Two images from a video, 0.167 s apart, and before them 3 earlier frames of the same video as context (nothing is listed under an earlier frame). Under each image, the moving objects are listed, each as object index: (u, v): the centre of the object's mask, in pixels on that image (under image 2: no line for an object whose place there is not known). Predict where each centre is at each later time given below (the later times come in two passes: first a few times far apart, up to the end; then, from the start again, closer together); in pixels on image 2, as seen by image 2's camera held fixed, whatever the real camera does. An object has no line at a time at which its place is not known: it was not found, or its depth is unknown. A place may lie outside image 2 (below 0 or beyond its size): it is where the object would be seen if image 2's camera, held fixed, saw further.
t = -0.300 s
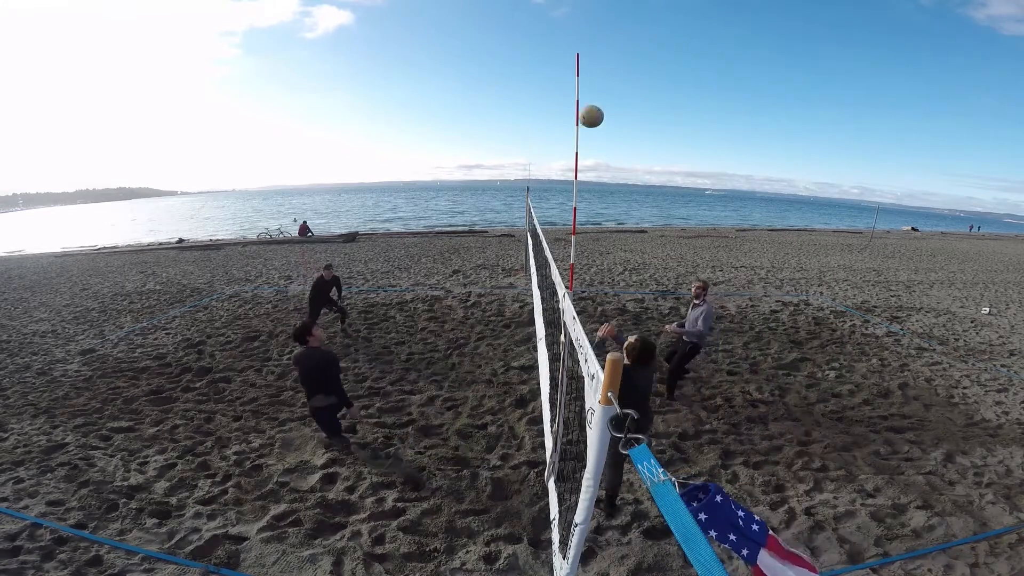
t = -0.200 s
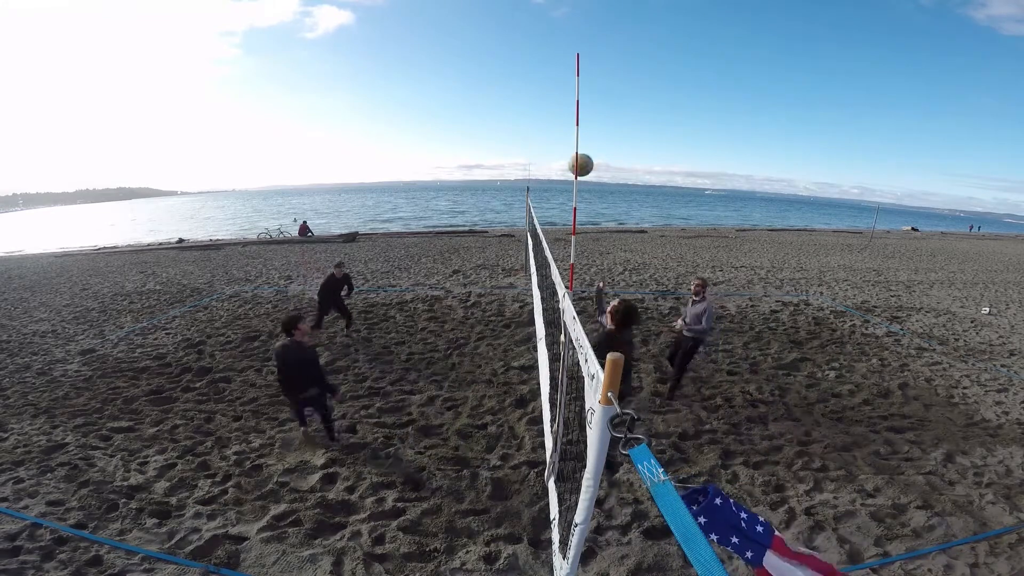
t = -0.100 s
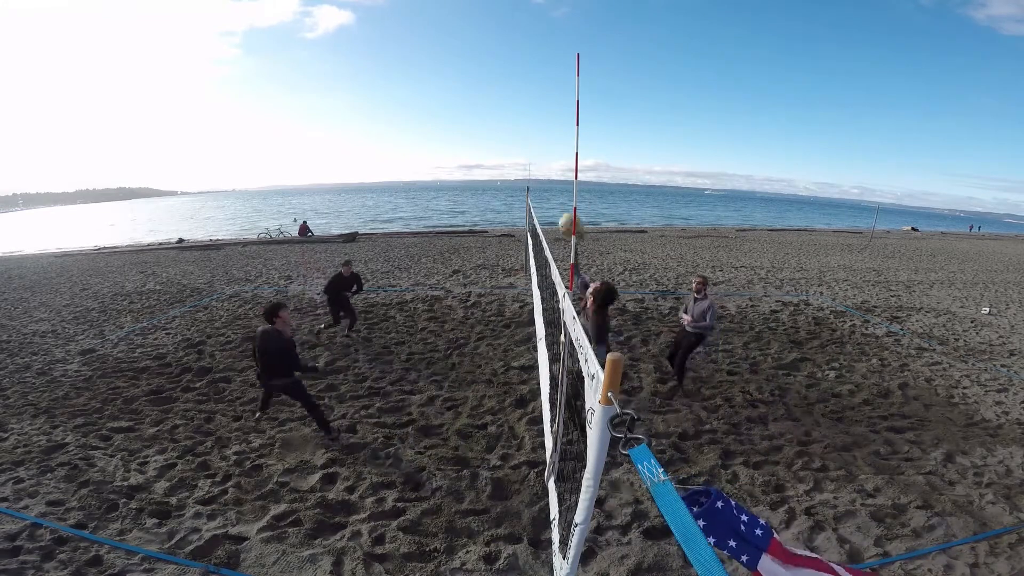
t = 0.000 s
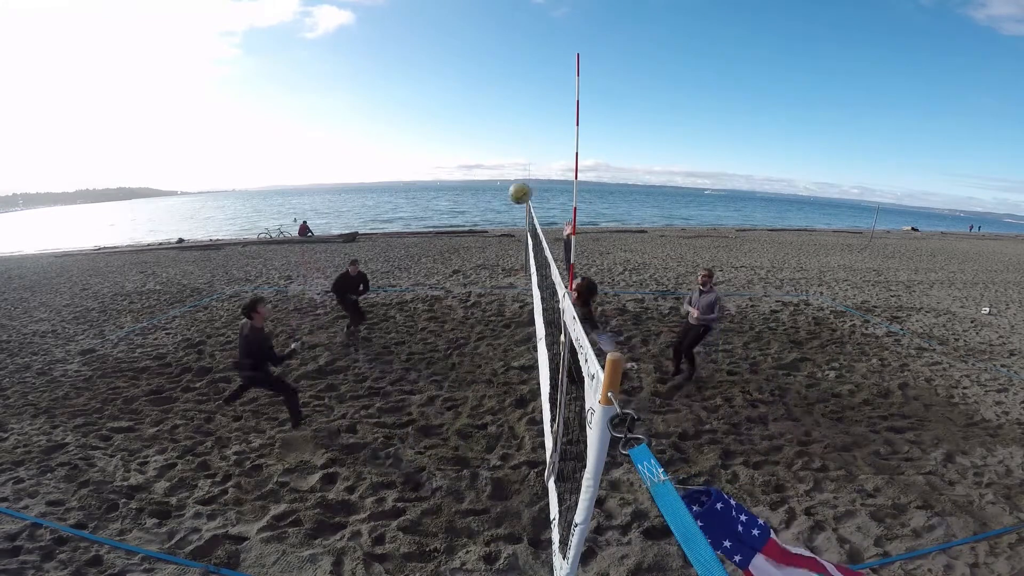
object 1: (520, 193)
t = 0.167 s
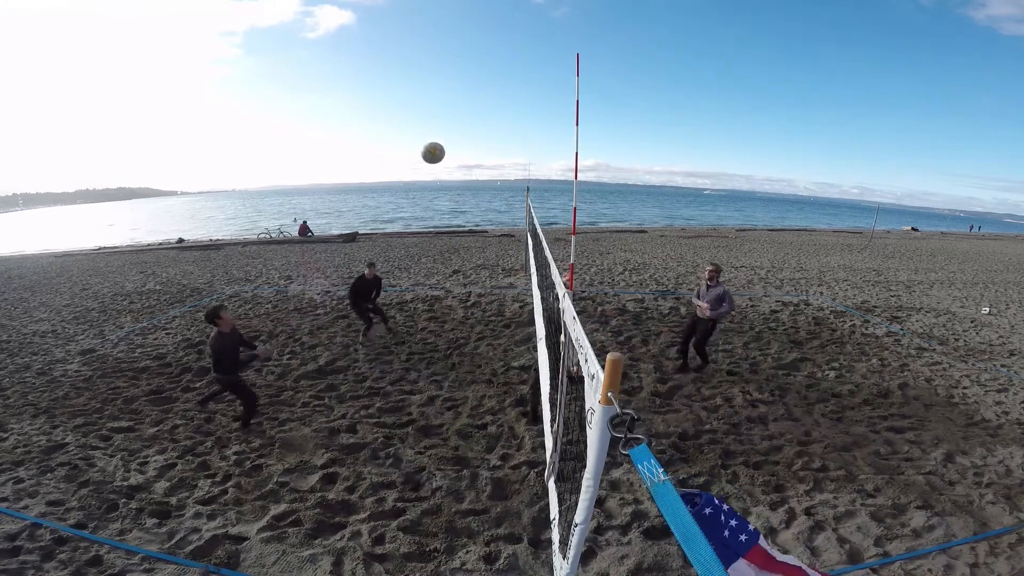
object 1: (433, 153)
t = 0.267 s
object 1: (382, 146)
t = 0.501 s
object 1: (277, 169)
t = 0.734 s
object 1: (198, 237)
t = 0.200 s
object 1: (416, 149)
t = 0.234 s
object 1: (399, 147)
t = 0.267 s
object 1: (382, 146)
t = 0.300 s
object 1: (366, 146)
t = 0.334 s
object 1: (350, 147)
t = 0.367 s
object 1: (334, 149)
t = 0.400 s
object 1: (319, 153)
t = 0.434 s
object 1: (305, 157)
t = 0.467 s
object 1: (291, 162)
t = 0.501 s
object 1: (277, 169)
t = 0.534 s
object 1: (264, 176)
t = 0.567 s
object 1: (252, 184)
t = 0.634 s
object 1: (228, 203)
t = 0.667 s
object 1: (218, 213)
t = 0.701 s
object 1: (208, 225)
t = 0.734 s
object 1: (198, 237)
